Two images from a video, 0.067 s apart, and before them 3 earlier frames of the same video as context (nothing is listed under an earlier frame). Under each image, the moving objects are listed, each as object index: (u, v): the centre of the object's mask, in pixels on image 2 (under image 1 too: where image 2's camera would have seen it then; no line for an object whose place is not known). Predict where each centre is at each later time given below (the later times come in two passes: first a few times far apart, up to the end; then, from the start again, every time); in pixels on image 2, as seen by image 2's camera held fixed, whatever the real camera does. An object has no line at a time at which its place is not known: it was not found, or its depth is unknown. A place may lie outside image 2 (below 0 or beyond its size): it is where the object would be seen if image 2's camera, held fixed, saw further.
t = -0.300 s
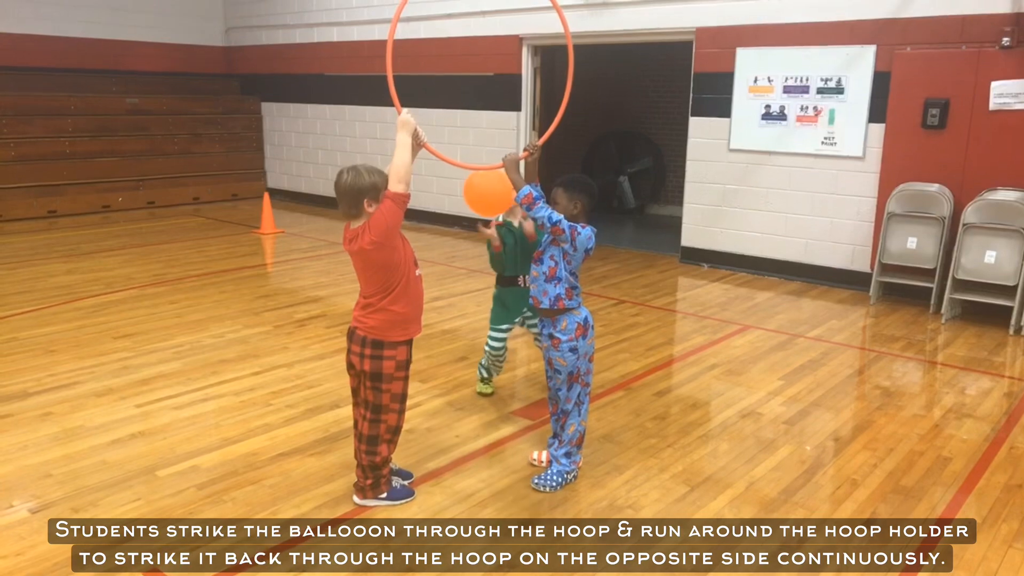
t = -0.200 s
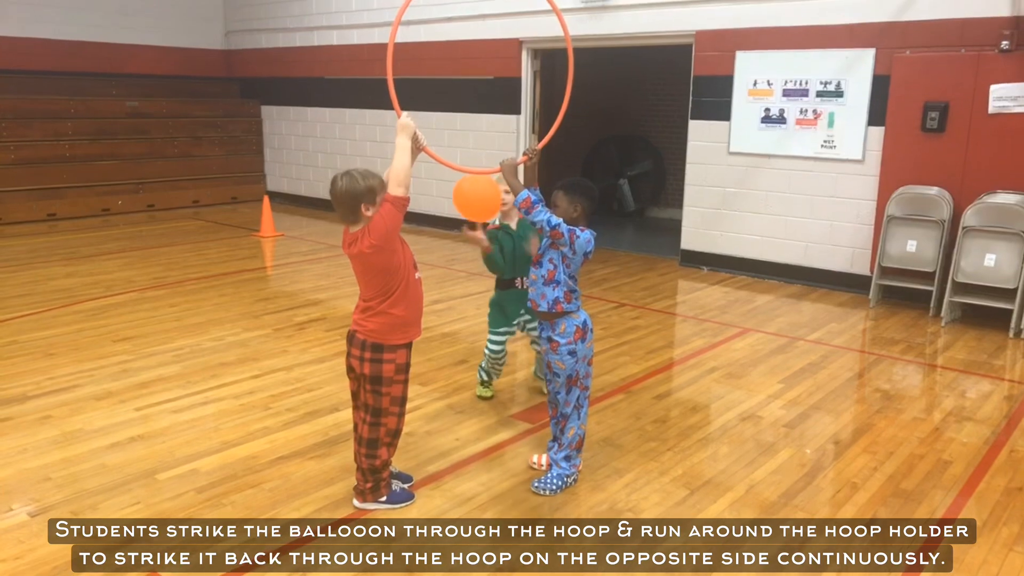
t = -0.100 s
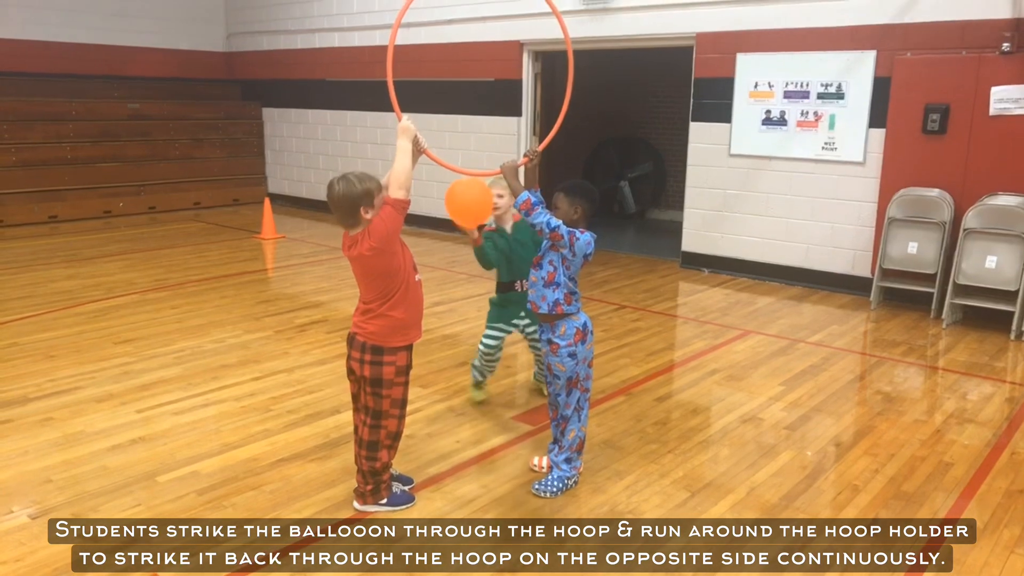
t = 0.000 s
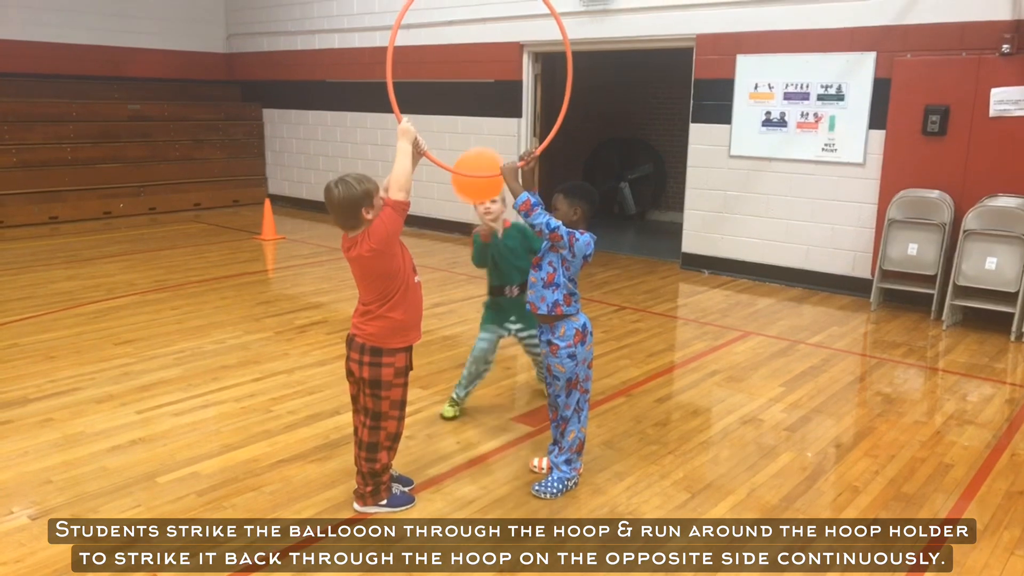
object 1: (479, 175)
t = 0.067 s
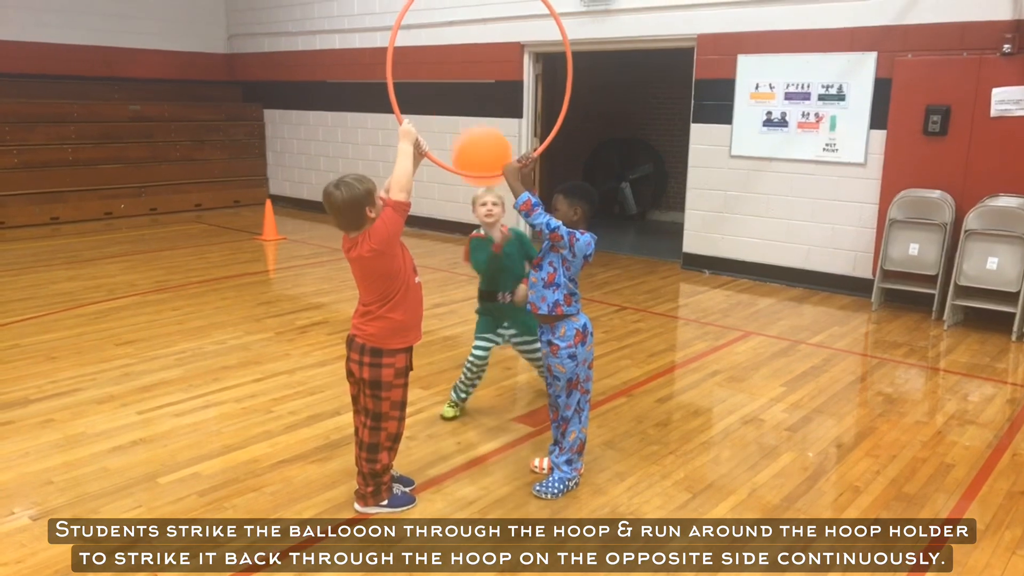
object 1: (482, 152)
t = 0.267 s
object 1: (417, 85)
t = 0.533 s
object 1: (350, 45)
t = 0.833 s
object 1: (294, 42)
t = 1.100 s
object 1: (257, 70)
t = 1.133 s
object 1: (253, 75)
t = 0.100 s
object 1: (471, 141)
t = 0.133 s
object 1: (459, 127)
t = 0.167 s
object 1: (447, 114)
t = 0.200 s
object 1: (436, 103)
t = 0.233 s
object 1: (425, 93)
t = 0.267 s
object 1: (417, 85)
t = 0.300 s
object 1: (406, 78)
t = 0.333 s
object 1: (397, 72)
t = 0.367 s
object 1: (386, 66)
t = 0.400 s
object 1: (378, 59)
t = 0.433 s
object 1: (366, 54)
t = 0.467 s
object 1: (362, 51)
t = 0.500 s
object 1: (356, 47)
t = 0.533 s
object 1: (350, 45)
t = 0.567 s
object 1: (343, 43)
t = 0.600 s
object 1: (336, 41)
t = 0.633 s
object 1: (329, 40)
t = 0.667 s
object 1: (323, 40)
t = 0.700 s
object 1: (317, 39)
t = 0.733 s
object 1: (311, 39)
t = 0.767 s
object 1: (305, 40)
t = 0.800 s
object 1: (299, 41)
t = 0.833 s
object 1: (294, 42)
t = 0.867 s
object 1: (288, 44)
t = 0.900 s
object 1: (283, 47)
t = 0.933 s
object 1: (278, 50)
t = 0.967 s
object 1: (273, 53)
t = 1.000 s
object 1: (269, 57)
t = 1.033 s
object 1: (265, 61)
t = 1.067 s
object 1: (261, 66)
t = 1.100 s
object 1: (257, 70)
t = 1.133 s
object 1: (253, 75)
